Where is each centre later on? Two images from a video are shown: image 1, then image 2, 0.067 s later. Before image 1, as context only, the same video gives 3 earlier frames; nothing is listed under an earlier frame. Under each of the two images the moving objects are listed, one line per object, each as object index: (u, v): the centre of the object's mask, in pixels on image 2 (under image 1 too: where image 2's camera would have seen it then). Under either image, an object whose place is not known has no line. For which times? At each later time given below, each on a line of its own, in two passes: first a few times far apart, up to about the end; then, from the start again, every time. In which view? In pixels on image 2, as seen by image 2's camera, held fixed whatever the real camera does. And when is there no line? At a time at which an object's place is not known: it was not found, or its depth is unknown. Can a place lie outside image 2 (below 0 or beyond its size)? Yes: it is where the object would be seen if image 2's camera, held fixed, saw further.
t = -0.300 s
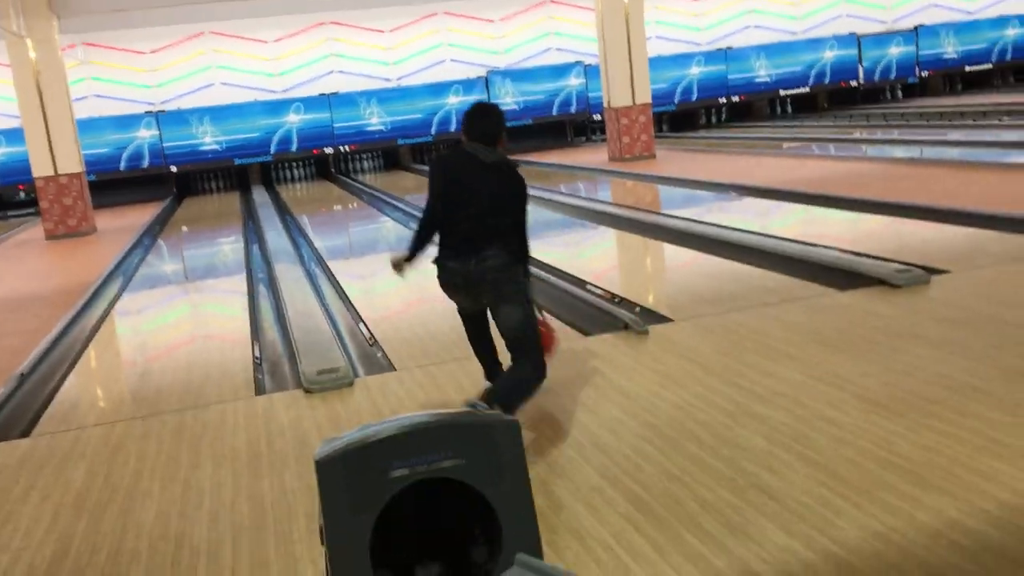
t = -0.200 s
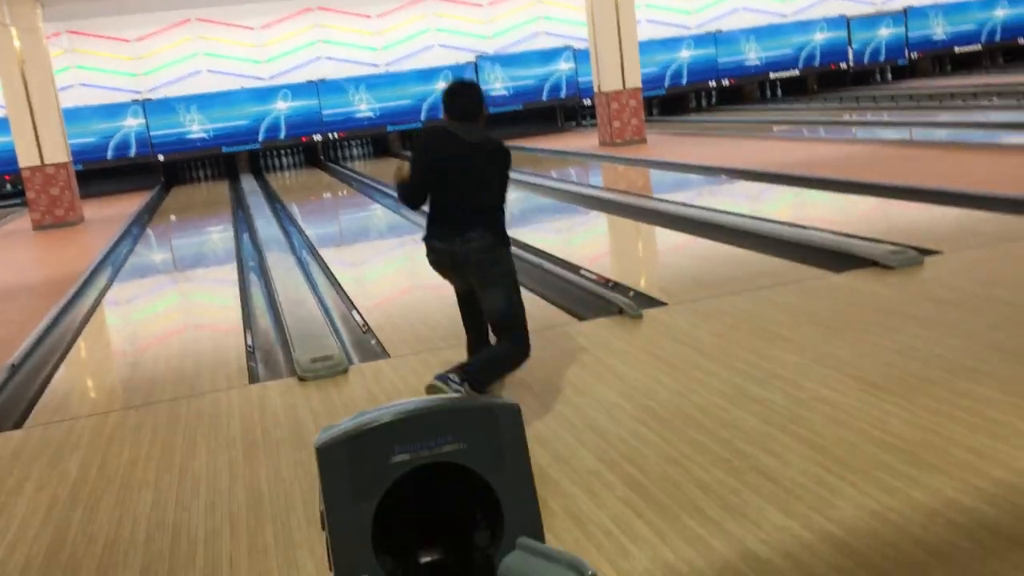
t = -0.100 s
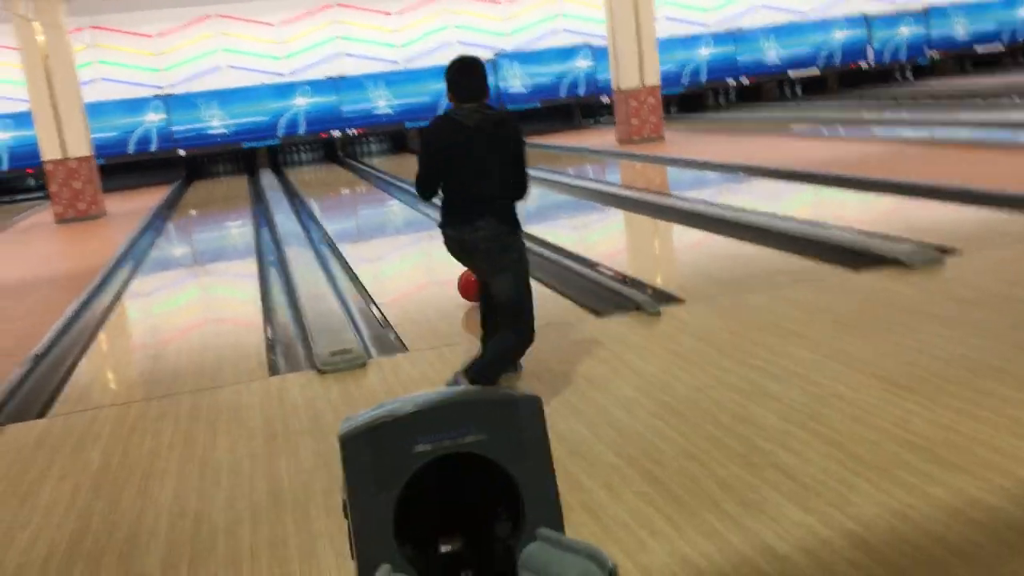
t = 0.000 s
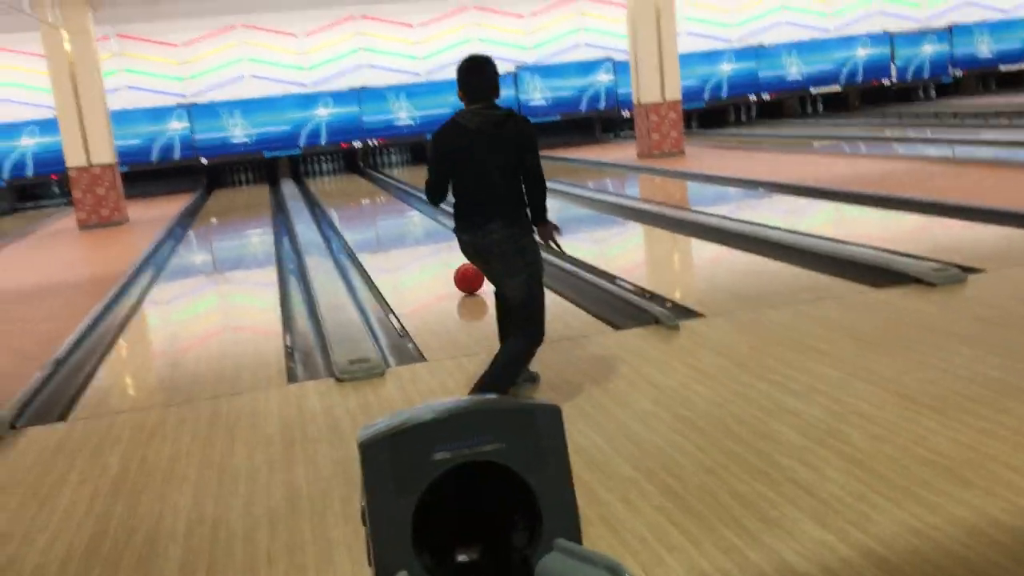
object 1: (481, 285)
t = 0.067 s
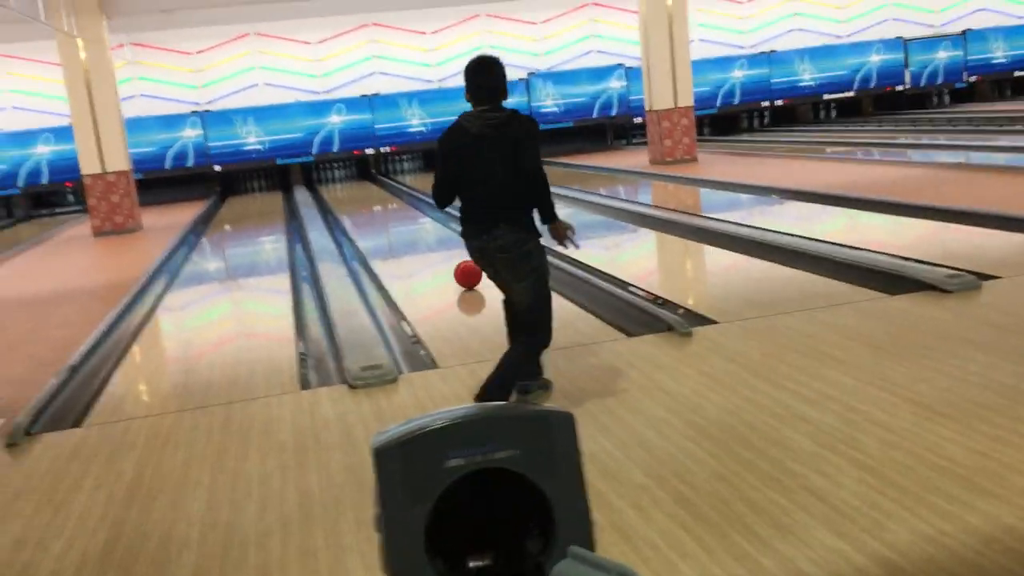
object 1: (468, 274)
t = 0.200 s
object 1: (445, 257)
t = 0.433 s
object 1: (418, 234)
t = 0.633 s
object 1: (400, 220)
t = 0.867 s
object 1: (385, 208)
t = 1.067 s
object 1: (374, 200)
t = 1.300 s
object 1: (365, 193)
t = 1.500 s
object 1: (359, 188)
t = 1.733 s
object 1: (351, 183)
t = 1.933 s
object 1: (347, 180)
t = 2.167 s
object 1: (342, 176)
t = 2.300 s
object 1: (342, 175)
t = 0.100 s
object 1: (461, 269)
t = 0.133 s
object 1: (455, 265)
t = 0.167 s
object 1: (450, 261)
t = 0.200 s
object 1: (445, 257)
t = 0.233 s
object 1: (441, 253)
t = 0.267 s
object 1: (437, 249)
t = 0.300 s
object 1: (433, 246)
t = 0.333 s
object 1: (429, 242)
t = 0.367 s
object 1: (425, 240)
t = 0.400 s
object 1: (421, 237)
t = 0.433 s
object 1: (418, 234)
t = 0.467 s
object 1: (415, 231)
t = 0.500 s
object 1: (412, 229)
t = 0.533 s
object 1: (408, 227)
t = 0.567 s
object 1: (406, 224)
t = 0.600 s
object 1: (403, 222)
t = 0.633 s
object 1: (400, 220)
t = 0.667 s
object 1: (398, 218)
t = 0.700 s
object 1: (395, 217)
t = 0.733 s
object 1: (393, 215)
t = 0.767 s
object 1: (391, 213)
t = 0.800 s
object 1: (389, 211)
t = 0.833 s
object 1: (387, 209)
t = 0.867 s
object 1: (385, 208)
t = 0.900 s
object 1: (383, 207)
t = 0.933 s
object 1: (381, 205)
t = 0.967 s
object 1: (380, 204)
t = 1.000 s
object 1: (378, 202)
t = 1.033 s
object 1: (376, 201)
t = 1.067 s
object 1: (374, 200)
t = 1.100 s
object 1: (373, 199)
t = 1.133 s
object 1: (372, 198)
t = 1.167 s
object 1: (370, 197)
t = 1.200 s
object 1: (368, 196)
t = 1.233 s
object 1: (367, 194)
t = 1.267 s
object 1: (366, 194)
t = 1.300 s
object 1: (365, 193)
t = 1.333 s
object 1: (363, 192)
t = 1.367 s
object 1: (362, 191)
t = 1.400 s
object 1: (361, 190)
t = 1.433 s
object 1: (360, 189)
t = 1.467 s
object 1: (359, 188)
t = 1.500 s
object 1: (359, 188)
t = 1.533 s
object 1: (357, 188)
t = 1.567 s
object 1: (356, 187)
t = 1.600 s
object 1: (355, 186)
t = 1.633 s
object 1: (354, 185)
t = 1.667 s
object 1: (354, 185)
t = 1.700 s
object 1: (352, 184)
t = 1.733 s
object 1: (351, 183)
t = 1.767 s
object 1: (351, 183)
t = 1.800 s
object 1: (350, 182)
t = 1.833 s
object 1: (349, 182)
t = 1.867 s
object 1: (348, 181)
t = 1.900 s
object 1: (347, 180)
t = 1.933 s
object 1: (347, 180)
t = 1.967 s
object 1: (346, 179)
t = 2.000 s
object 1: (345, 178)
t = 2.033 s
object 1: (344, 178)
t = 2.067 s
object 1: (343, 178)
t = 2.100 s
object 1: (343, 178)
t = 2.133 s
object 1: (343, 177)
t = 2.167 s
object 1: (342, 176)
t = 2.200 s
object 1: (341, 176)
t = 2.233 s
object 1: (341, 176)
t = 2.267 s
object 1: (341, 175)
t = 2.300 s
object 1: (342, 175)
